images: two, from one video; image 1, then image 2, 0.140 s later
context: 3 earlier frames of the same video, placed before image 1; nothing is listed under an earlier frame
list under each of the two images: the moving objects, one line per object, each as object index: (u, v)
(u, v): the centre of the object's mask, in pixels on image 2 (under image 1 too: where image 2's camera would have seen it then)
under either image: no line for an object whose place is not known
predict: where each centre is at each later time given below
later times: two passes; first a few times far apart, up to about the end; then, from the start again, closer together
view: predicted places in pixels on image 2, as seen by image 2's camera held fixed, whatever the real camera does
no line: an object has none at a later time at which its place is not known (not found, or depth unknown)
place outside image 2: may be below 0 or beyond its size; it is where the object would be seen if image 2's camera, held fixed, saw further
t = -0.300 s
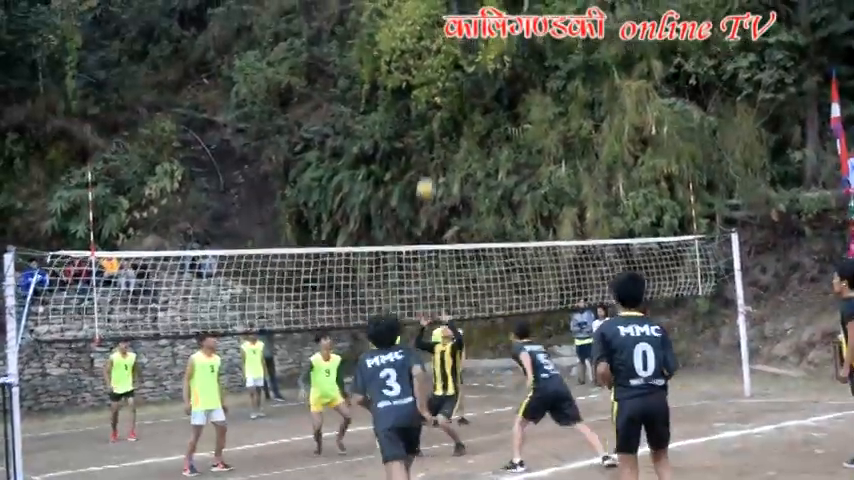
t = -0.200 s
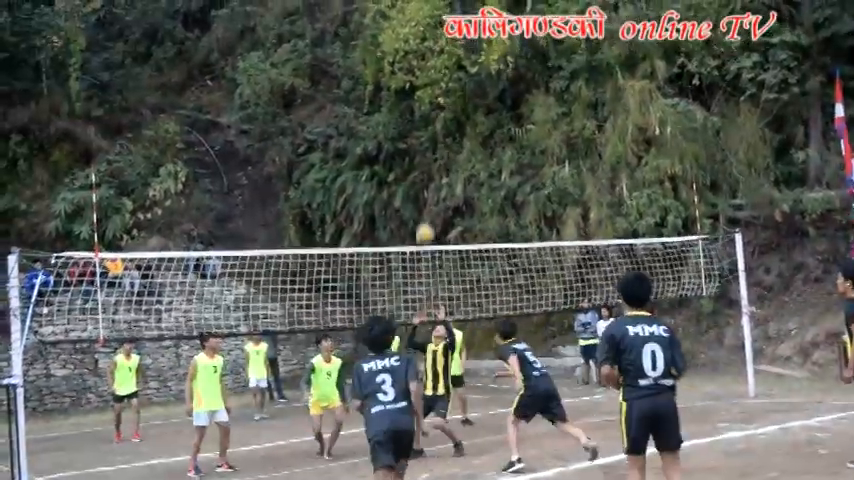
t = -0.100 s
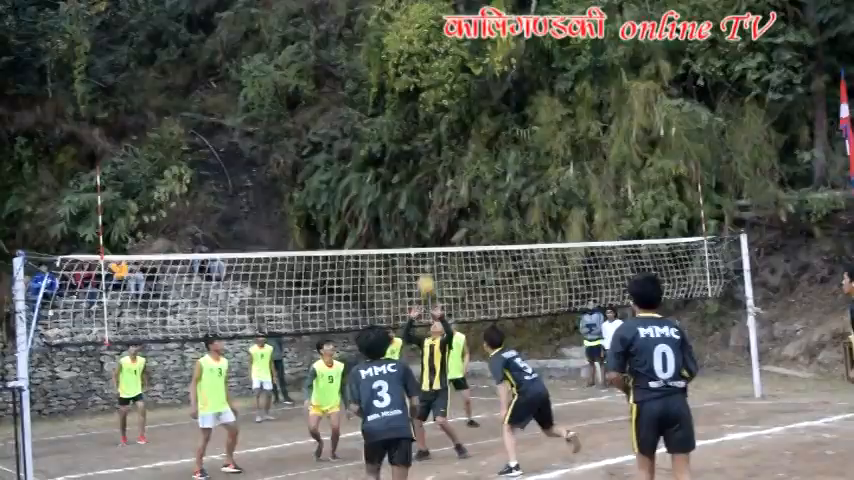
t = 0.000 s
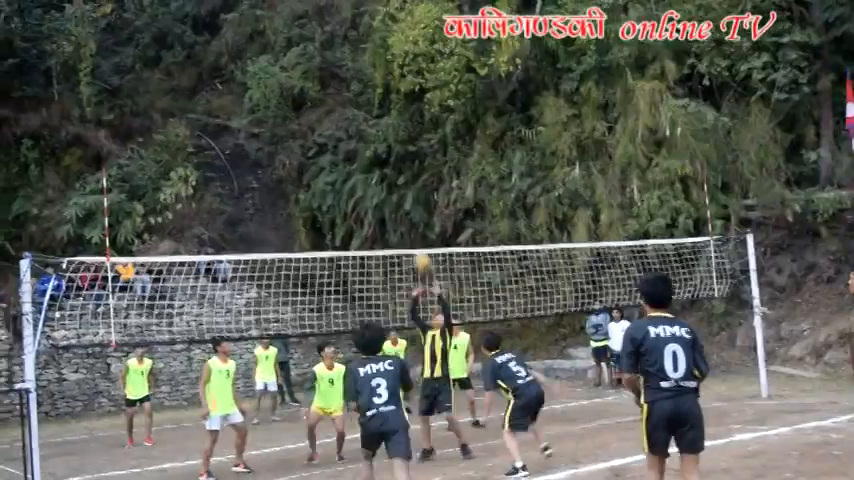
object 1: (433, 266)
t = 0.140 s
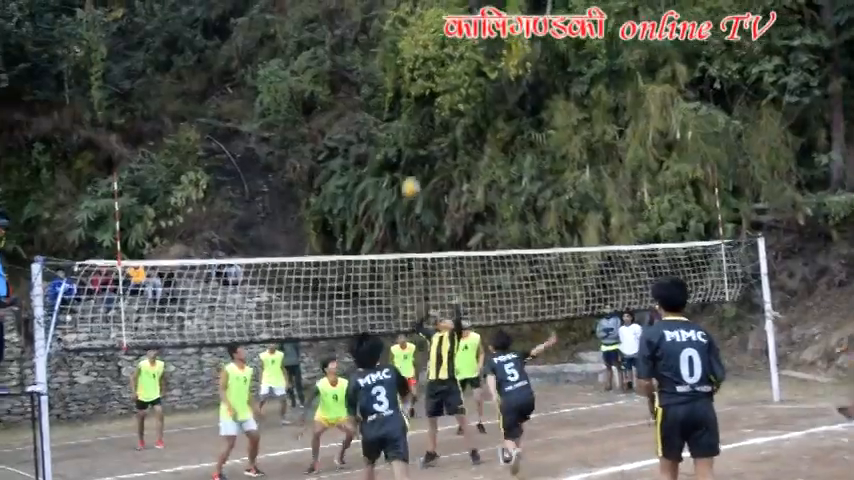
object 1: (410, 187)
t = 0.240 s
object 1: (397, 144)
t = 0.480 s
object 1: (365, 74)
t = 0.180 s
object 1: (404, 168)
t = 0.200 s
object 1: (402, 162)
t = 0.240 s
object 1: (397, 144)
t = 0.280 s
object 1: (391, 128)
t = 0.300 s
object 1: (388, 120)
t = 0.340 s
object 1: (383, 110)
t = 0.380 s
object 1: (377, 96)
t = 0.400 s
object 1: (374, 91)
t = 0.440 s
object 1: (370, 81)
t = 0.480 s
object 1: (365, 74)
